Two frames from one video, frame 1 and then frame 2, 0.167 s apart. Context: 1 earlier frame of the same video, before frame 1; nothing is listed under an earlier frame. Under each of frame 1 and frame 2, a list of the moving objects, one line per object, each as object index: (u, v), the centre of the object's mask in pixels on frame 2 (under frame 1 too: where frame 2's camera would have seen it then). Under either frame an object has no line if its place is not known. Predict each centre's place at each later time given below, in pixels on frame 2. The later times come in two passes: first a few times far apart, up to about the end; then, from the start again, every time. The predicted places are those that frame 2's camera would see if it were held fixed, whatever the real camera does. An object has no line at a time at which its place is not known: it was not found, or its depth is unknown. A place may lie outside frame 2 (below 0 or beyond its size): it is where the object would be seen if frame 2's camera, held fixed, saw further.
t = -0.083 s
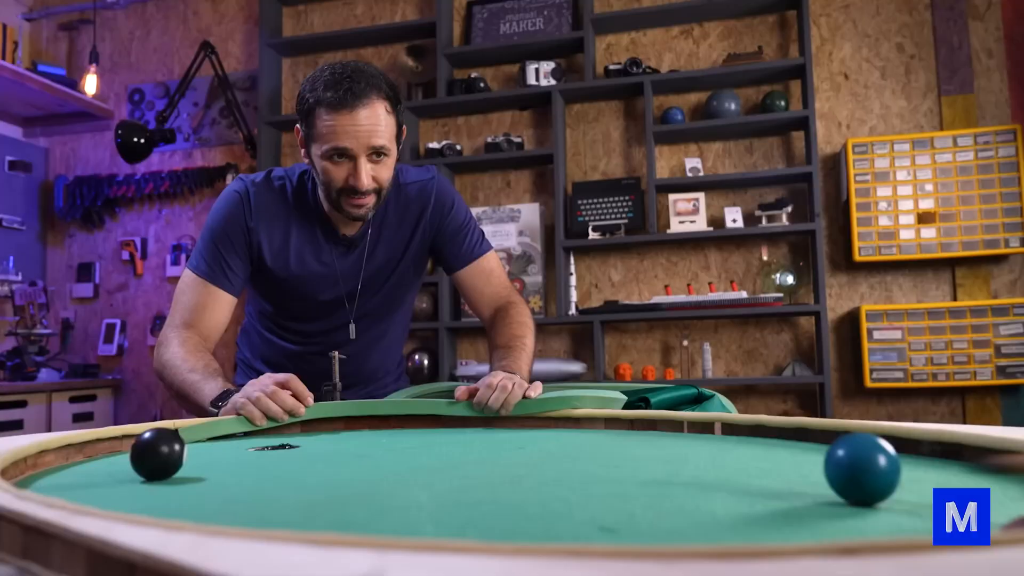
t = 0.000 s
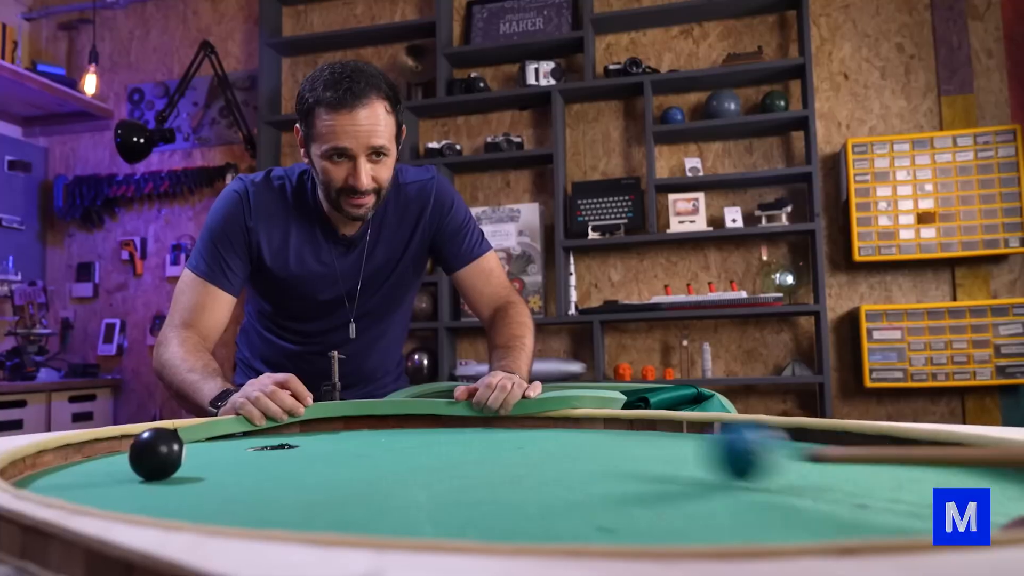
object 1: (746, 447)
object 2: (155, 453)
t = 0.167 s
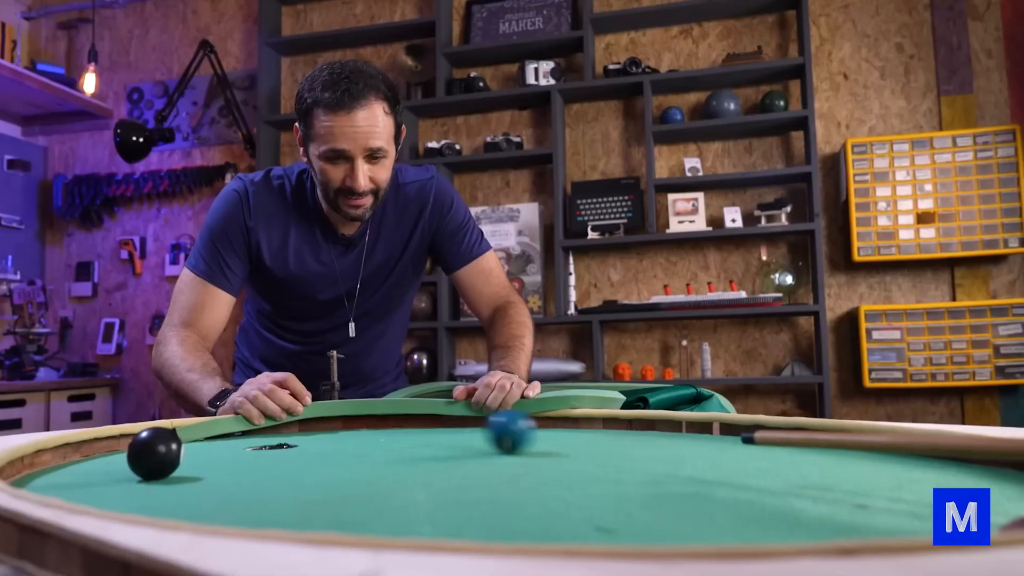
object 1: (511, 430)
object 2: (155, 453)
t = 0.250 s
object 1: (444, 423)
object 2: (155, 453)
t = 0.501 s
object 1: (324, 421)
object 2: (155, 453)
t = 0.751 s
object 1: (204, 431)
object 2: (155, 453)
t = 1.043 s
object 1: (110, 441)
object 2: (154, 453)
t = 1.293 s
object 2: (154, 453)
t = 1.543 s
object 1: (210, 446)
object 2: (143, 456)
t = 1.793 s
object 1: (254, 446)
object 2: (132, 460)
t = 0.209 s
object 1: (475, 427)
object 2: (155, 453)
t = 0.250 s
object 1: (444, 423)
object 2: (155, 453)
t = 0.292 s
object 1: (417, 421)
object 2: (155, 453)
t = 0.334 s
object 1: (394, 418)
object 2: (155, 453)
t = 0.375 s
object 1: (371, 416)
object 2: (155, 453)
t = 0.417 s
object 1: (355, 408)
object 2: (155, 453)
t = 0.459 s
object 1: (341, 408)
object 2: (155, 453)
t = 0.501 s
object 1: (324, 421)
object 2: (155, 453)
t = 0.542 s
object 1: (307, 421)
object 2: (155, 453)
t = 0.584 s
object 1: (289, 427)
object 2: (155, 453)
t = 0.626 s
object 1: (268, 432)
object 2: (155, 453)
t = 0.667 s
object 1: (248, 426)
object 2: (155, 453)
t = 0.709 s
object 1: (227, 430)
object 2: (155, 453)
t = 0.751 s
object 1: (204, 431)
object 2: (155, 453)
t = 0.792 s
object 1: (185, 429)
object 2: (155, 453)
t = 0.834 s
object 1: (156, 423)
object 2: (155, 453)
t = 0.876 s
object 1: (125, 433)
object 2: (155, 453)
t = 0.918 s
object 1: (104, 438)
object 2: (155, 453)
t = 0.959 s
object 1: (91, 438)
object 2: (155, 453)
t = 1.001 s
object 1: (103, 440)
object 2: (154, 453)
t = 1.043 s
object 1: (110, 441)
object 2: (154, 453)
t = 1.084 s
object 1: (116, 440)
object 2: (155, 453)
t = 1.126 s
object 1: (121, 439)
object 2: (155, 453)
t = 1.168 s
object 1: (127, 437)
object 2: (154, 453)
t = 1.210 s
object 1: (133, 434)
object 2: (155, 453)
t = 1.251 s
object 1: (147, 428)
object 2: (154, 453)
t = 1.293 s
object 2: (154, 453)
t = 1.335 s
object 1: (181, 438)
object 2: (155, 453)
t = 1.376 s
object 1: (186, 443)
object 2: (152, 454)
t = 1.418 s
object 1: (191, 444)
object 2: (150, 454)
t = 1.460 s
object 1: (196, 445)
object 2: (148, 455)
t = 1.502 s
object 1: (202, 446)
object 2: (146, 455)
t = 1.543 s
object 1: (210, 446)
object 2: (143, 456)
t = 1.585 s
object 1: (218, 445)
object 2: (141, 457)
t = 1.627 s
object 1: (226, 445)
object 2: (139, 458)
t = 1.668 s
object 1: (234, 445)
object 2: (137, 459)
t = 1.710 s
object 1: (240, 445)
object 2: (135, 459)
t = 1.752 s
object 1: (247, 446)
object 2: (133, 460)
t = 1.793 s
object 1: (254, 446)
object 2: (132, 460)
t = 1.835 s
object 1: (260, 446)
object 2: (130, 461)
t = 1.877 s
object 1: (267, 445)
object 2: (129, 461)
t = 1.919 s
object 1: (273, 445)
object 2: (128, 462)
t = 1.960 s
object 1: (277, 445)
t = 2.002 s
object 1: (283, 446)
